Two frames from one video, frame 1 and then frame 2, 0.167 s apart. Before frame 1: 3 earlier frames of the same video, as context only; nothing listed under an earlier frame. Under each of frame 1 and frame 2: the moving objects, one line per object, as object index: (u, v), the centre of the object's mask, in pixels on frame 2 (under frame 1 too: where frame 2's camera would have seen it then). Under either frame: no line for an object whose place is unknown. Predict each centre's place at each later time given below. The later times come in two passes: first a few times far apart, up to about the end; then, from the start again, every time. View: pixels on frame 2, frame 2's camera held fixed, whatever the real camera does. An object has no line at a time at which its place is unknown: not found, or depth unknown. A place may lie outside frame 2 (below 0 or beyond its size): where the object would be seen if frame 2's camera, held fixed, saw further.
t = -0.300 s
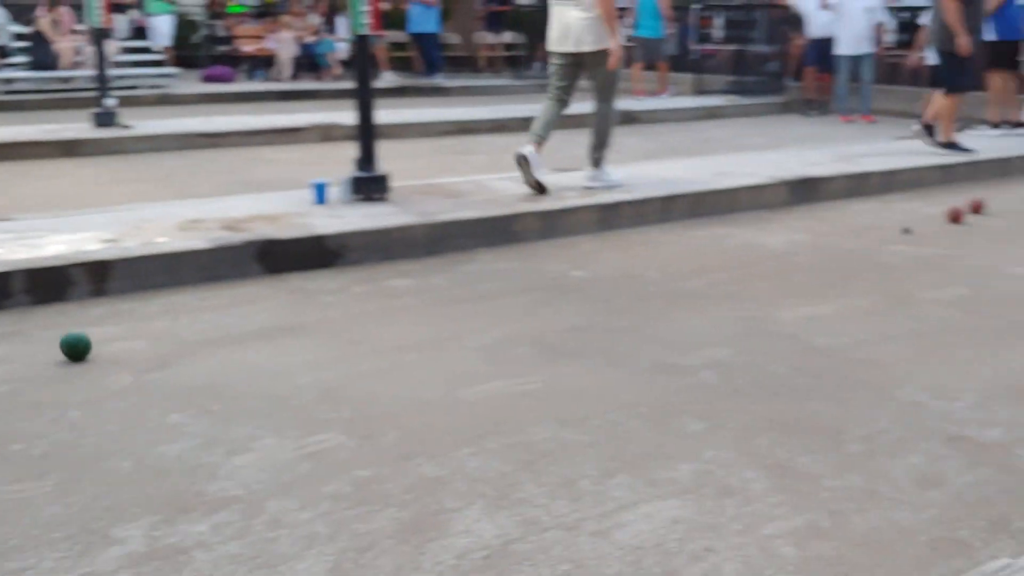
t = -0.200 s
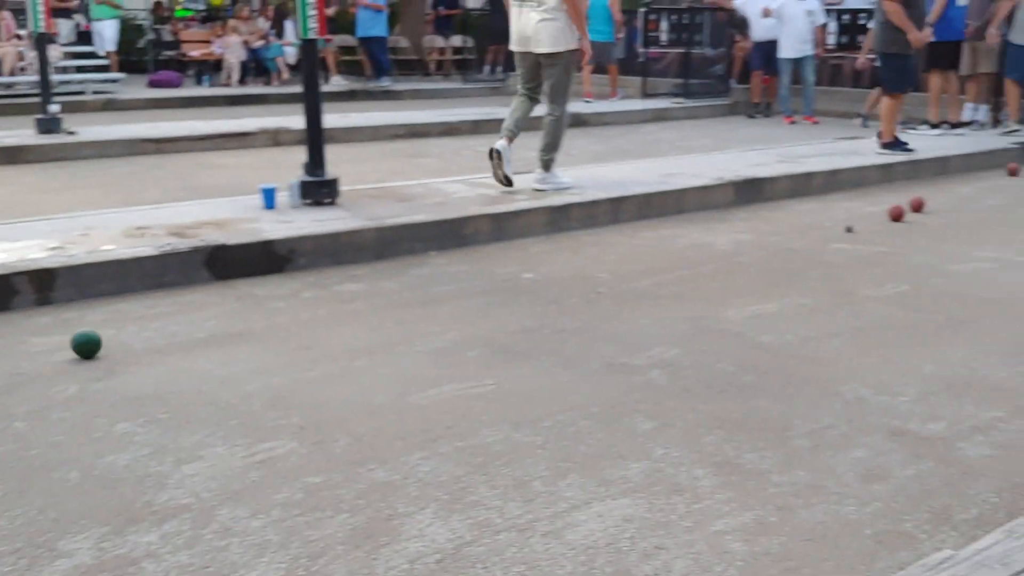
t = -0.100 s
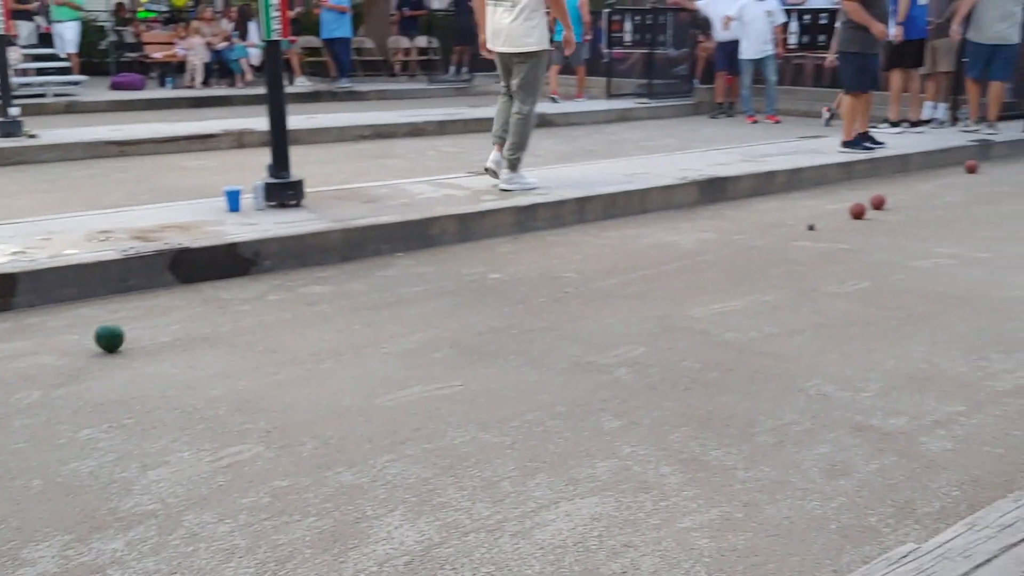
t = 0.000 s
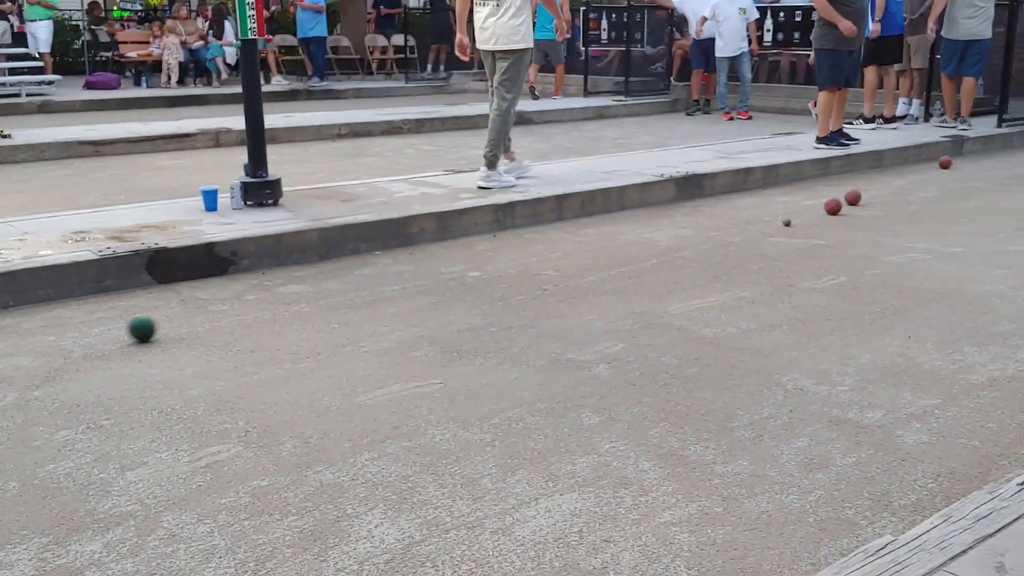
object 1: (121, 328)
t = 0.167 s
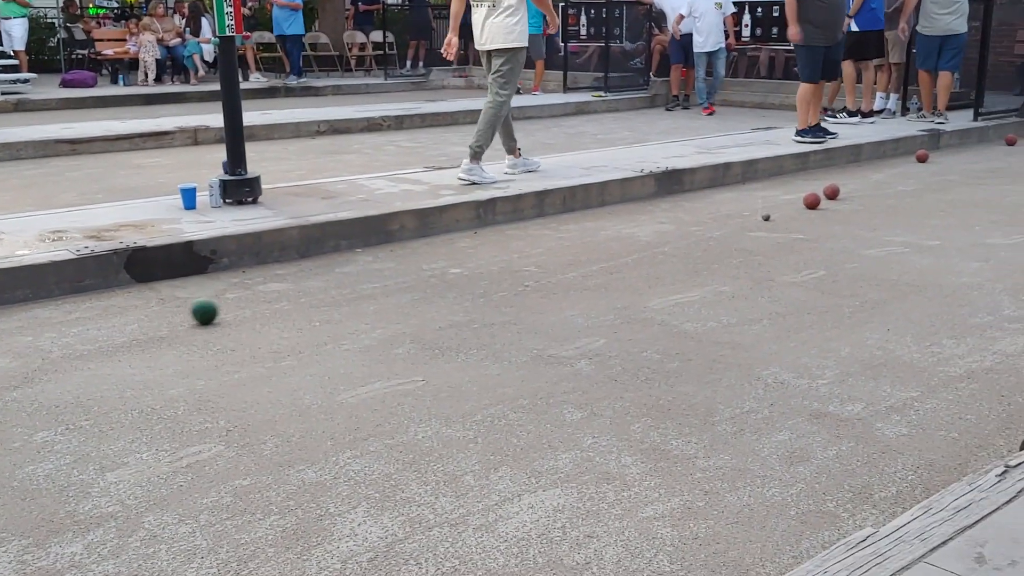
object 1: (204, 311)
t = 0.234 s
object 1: (235, 305)
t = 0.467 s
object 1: (330, 286)
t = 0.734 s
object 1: (418, 268)
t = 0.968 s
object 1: (482, 256)
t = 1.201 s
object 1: (535, 246)
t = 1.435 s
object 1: (581, 237)
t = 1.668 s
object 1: (620, 229)
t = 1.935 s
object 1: (654, 221)
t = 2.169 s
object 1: (677, 214)
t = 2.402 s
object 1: (697, 209)
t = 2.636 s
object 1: (713, 204)
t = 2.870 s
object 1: (725, 201)
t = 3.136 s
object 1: (737, 196)
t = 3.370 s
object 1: (744, 194)
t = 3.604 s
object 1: (750, 191)
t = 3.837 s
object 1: (756, 190)
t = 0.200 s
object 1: (220, 309)
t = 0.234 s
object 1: (235, 305)
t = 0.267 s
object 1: (250, 302)
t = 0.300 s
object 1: (265, 300)
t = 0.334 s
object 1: (278, 297)
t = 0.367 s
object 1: (292, 293)
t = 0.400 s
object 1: (305, 290)
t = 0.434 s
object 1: (318, 289)
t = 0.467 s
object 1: (330, 286)
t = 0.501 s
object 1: (342, 285)
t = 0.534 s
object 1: (354, 282)
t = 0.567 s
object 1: (365, 280)
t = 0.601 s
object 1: (377, 277)
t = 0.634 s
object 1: (388, 276)
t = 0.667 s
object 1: (398, 273)
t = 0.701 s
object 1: (408, 270)
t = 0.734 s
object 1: (418, 268)
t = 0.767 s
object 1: (428, 267)
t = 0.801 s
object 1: (437, 265)
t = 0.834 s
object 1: (447, 264)
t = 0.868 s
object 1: (456, 261)
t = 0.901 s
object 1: (465, 260)
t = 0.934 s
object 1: (473, 258)
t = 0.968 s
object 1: (482, 256)
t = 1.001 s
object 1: (490, 255)
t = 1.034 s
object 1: (498, 254)
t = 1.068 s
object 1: (506, 252)
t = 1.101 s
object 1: (514, 250)
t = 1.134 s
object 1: (521, 249)
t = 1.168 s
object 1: (528, 247)
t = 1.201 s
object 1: (535, 246)
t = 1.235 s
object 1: (543, 245)
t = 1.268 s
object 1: (550, 243)
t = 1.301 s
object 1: (556, 242)
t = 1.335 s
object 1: (563, 241)
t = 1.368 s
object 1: (569, 240)
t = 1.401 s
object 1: (575, 238)
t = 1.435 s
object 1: (581, 237)
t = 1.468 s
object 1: (587, 236)
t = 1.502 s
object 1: (594, 235)
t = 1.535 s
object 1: (599, 234)
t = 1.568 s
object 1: (604, 232)
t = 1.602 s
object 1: (609, 231)
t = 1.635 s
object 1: (615, 230)
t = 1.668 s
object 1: (620, 229)
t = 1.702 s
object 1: (624, 228)
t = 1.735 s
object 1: (629, 227)
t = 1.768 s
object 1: (634, 226)
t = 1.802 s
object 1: (638, 225)
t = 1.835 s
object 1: (642, 224)
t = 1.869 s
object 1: (646, 223)
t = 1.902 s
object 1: (650, 222)
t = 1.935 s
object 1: (654, 221)
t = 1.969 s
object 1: (657, 220)
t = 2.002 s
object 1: (661, 218)
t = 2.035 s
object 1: (665, 218)
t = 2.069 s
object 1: (668, 217)
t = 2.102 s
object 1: (671, 217)
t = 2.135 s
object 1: (674, 216)
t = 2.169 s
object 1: (677, 214)
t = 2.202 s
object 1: (680, 213)
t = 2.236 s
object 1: (683, 212)
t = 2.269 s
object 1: (686, 212)
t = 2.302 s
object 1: (689, 211)
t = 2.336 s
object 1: (692, 211)
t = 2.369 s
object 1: (694, 210)
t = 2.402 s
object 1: (697, 209)
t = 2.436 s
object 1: (700, 208)
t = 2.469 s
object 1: (702, 208)
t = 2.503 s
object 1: (704, 207)
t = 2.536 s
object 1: (706, 206)
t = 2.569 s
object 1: (709, 206)
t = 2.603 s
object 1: (711, 205)
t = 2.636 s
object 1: (713, 204)
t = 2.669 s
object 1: (715, 204)
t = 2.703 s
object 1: (717, 203)
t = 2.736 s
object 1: (719, 203)
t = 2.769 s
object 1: (720, 202)
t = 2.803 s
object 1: (722, 202)
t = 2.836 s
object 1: (724, 201)
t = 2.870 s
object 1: (725, 201)
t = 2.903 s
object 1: (727, 200)
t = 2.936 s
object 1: (729, 199)
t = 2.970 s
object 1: (730, 199)
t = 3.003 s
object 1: (732, 198)
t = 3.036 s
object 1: (733, 198)
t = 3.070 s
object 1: (735, 197)
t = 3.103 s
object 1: (736, 197)
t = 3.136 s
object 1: (737, 196)
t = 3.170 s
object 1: (739, 196)
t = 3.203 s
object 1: (740, 196)
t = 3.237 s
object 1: (741, 195)
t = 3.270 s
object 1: (742, 195)
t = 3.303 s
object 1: (743, 195)
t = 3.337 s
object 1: (744, 194)
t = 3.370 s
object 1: (744, 194)
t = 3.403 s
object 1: (746, 193)
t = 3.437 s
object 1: (746, 193)
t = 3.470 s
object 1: (747, 193)
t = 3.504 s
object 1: (748, 192)
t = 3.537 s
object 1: (749, 192)
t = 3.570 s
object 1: (750, 192)
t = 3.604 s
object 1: (750, 191)
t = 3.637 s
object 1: (752, 191)
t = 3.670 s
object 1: (752, 191)
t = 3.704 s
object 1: (753, 190)
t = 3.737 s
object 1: (754, 190)
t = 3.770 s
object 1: (755, 190)
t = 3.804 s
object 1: (755, 190)
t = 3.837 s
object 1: (756, 190)
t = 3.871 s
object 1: (756, 189)
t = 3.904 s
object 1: (757, 189)
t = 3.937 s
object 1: (758, 189)
